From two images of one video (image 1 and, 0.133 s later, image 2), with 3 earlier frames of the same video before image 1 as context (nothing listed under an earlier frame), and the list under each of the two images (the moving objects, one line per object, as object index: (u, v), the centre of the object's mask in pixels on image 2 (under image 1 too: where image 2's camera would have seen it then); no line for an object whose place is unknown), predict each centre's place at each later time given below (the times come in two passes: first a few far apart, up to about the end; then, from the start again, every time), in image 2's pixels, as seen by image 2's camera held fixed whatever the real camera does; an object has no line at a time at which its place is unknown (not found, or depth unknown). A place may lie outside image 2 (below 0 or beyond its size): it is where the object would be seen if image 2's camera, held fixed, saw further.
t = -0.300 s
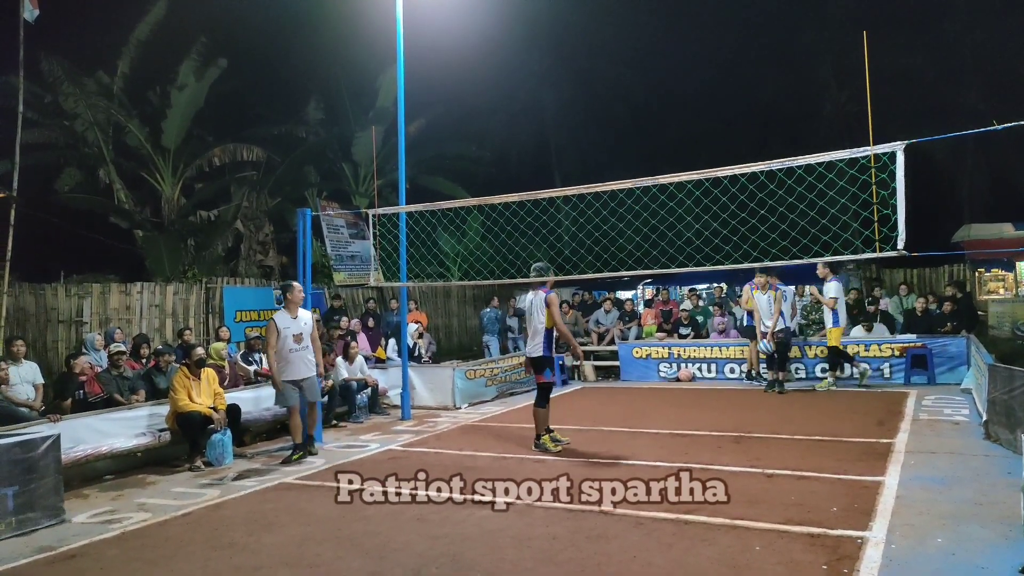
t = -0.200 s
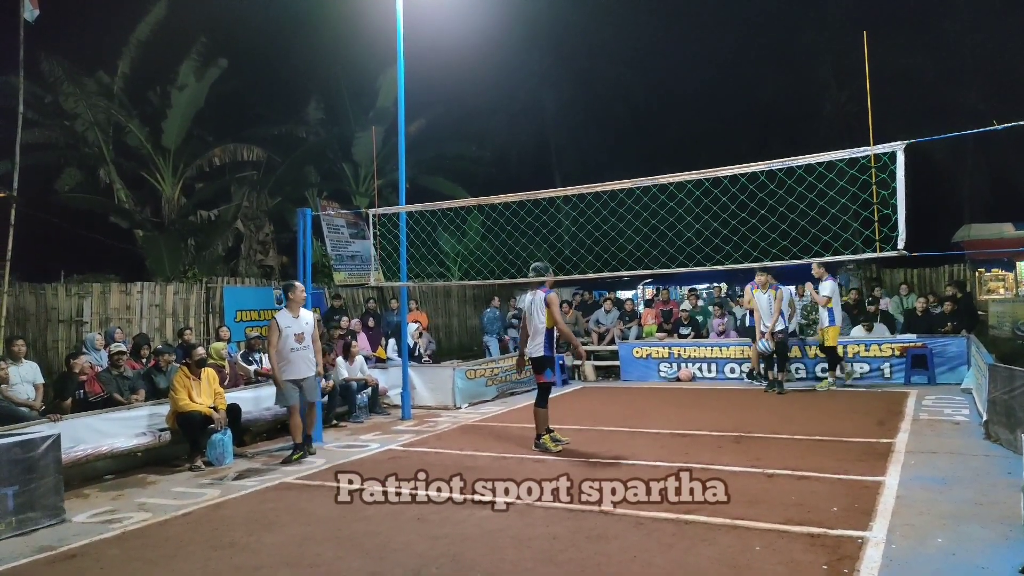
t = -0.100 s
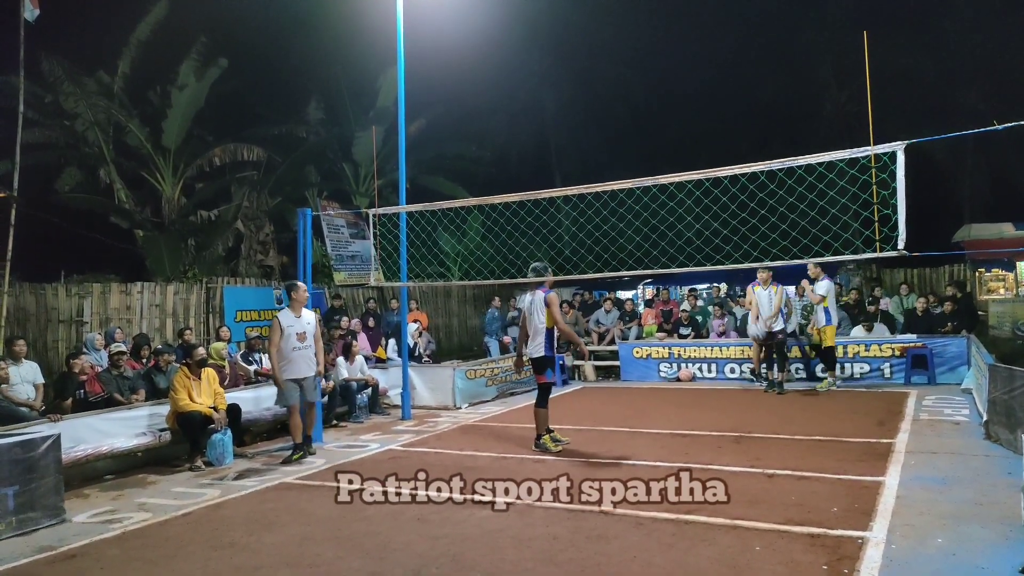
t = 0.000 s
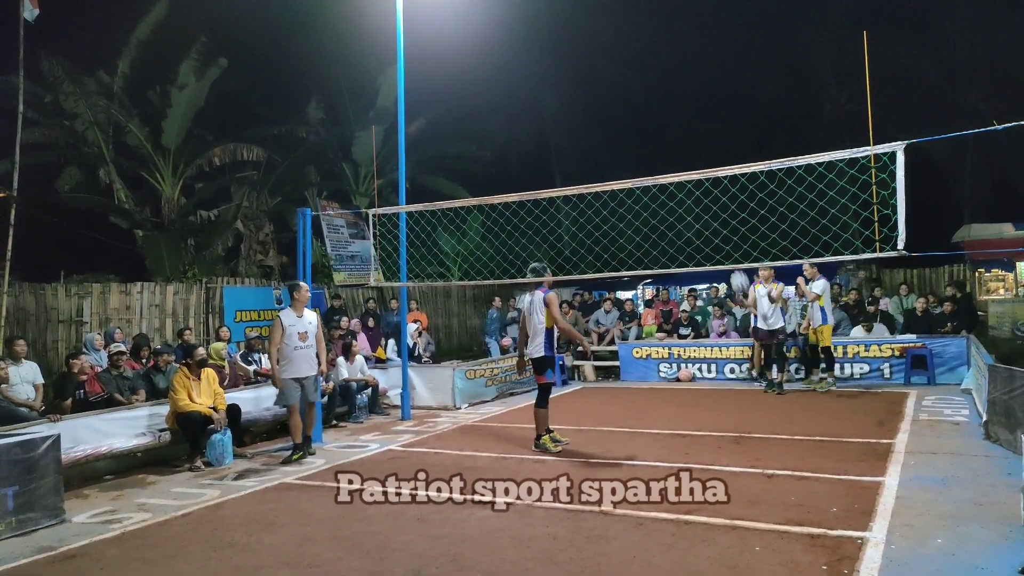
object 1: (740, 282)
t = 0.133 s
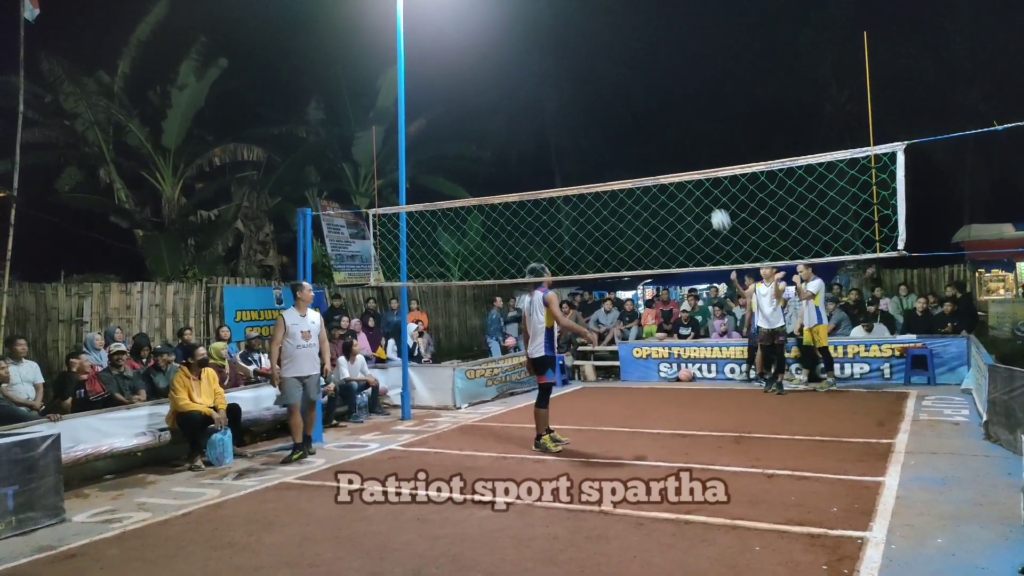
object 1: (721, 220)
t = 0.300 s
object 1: (699, 161)
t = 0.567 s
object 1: (668, 117)
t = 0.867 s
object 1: (633, 146)
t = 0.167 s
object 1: (716, 207)
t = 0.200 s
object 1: (712, 194)
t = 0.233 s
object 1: (708, 185)
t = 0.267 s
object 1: (703, 169)
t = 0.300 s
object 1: (699, 161)
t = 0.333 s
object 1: (695, 153)
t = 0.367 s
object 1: (691, 145)
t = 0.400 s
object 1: (687, 138)
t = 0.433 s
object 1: (683, 132)
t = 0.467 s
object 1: (680, 127)
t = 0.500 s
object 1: (676, 123)
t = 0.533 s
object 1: (672, 120)
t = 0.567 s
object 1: (668, 117)
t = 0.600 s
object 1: (664, 116)
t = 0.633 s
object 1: (660, 116)
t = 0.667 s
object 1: (656, 117)
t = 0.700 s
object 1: (652, 119)
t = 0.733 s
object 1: (649, 122)
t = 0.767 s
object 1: (645, 126)
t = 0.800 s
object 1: (641, 132)
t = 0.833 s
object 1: (637, 138)
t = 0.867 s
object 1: (633, 146)
